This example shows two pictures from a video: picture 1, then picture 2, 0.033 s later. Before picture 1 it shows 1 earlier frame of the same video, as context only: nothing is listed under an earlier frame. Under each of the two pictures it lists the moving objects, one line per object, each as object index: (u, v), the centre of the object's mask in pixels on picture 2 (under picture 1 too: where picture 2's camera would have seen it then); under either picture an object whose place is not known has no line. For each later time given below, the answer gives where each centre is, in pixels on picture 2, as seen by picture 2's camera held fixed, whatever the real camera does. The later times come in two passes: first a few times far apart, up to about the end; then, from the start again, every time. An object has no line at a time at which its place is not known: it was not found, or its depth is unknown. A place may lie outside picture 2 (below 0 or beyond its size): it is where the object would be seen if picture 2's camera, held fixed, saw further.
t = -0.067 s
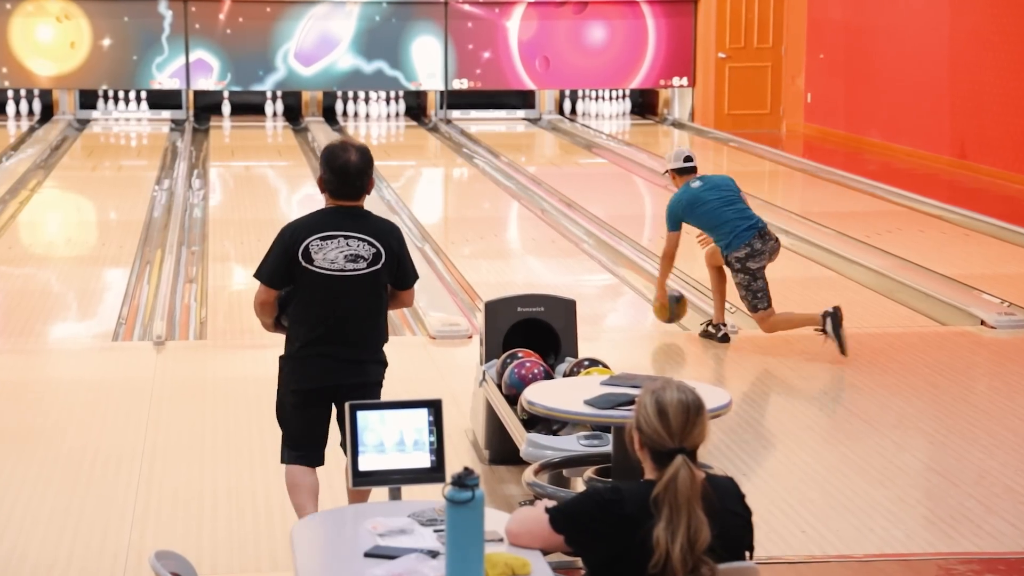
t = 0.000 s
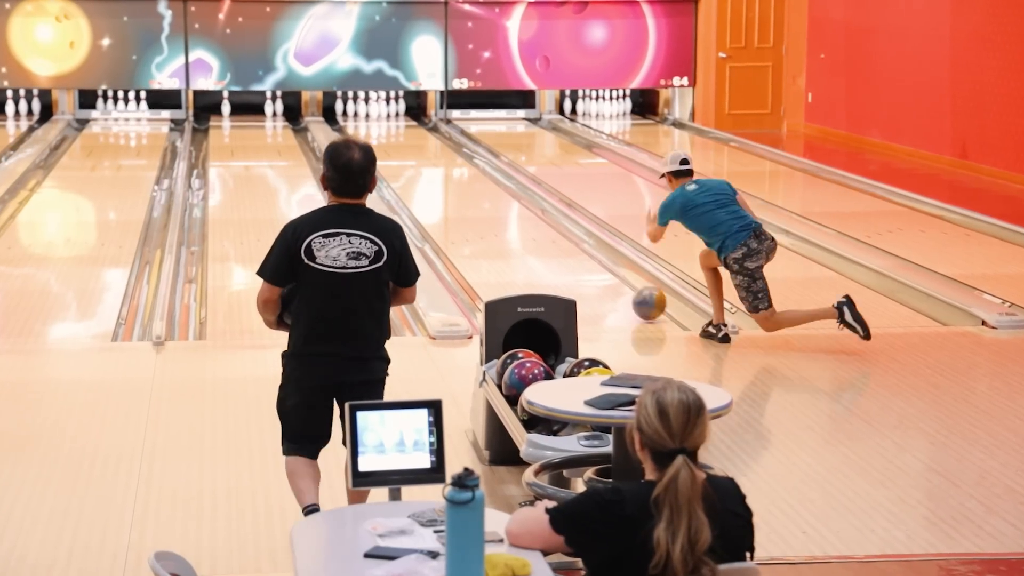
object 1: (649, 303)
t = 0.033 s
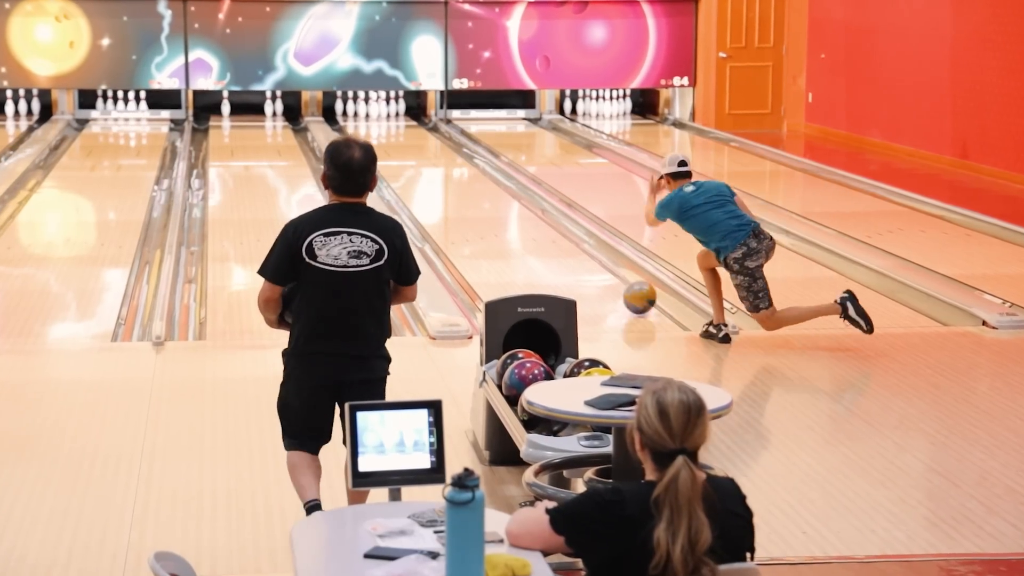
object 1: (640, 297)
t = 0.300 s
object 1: (573, 260)
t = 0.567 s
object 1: (523, 230)
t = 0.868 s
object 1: (478, 203)
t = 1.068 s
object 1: (453, 187)
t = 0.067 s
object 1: (630, 293)
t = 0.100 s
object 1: (621, 288)
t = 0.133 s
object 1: (613, 283)
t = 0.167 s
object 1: (604, 278)
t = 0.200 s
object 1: (596, 273)
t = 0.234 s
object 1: (588, 268)
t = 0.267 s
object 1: (581, 264)
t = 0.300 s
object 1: (573, 260)
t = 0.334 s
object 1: (567, 256)
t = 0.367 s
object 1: (560, 252)
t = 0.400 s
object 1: (553, 248)
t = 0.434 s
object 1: (547, 244)
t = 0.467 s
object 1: (540, 241)
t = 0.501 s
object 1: (534, 237)
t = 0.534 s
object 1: (528, 234)
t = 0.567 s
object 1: (523, 230)
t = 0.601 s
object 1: (517, 227)
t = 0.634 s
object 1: (512, 223)
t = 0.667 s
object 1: (507, 220)
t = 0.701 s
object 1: (501, 217)
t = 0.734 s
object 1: (496, 214)
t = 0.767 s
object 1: (492, 211)
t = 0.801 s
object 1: (487, 208)
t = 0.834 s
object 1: (482, 205)
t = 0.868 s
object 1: (478, 203)
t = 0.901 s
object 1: (474, 200)
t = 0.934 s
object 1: (469, 197)
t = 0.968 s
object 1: (465, 194)
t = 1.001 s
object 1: (461, 192)
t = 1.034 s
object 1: (457, 189)
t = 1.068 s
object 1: (453, 187)
